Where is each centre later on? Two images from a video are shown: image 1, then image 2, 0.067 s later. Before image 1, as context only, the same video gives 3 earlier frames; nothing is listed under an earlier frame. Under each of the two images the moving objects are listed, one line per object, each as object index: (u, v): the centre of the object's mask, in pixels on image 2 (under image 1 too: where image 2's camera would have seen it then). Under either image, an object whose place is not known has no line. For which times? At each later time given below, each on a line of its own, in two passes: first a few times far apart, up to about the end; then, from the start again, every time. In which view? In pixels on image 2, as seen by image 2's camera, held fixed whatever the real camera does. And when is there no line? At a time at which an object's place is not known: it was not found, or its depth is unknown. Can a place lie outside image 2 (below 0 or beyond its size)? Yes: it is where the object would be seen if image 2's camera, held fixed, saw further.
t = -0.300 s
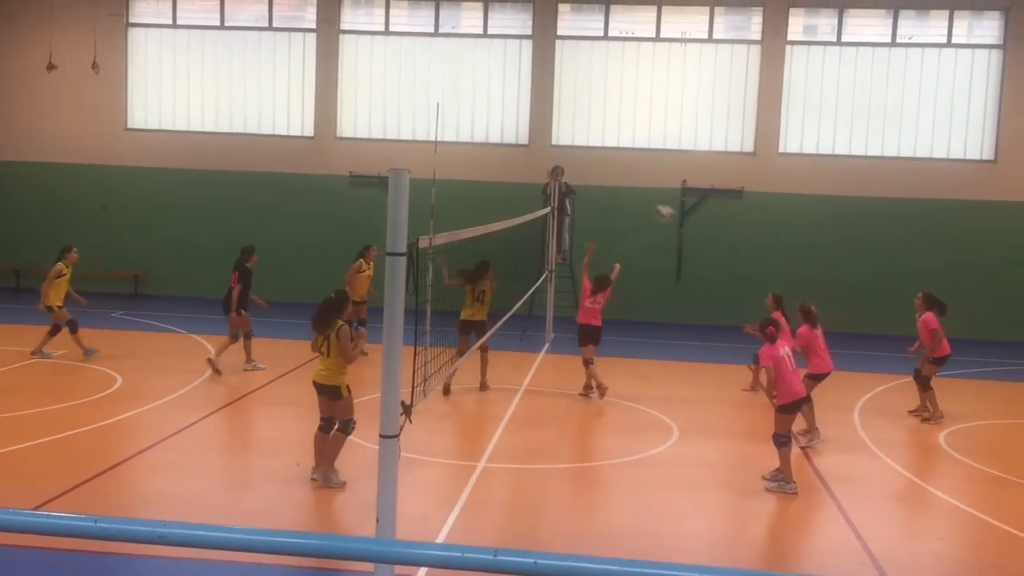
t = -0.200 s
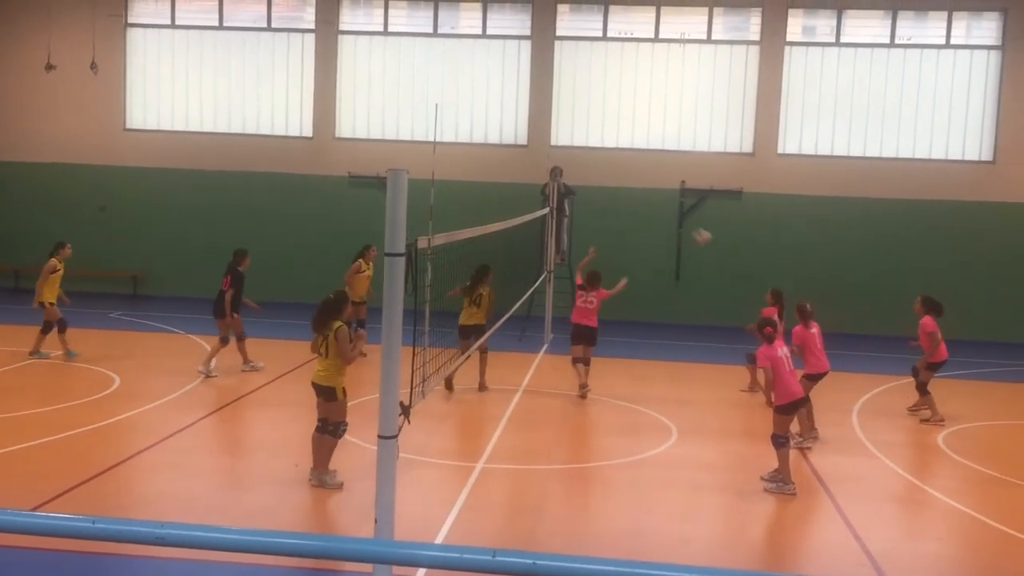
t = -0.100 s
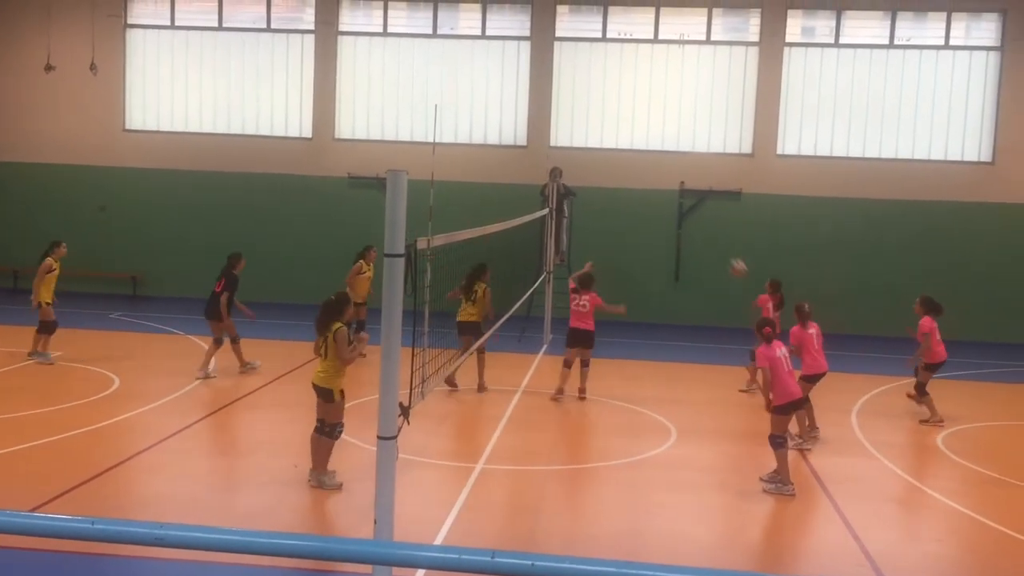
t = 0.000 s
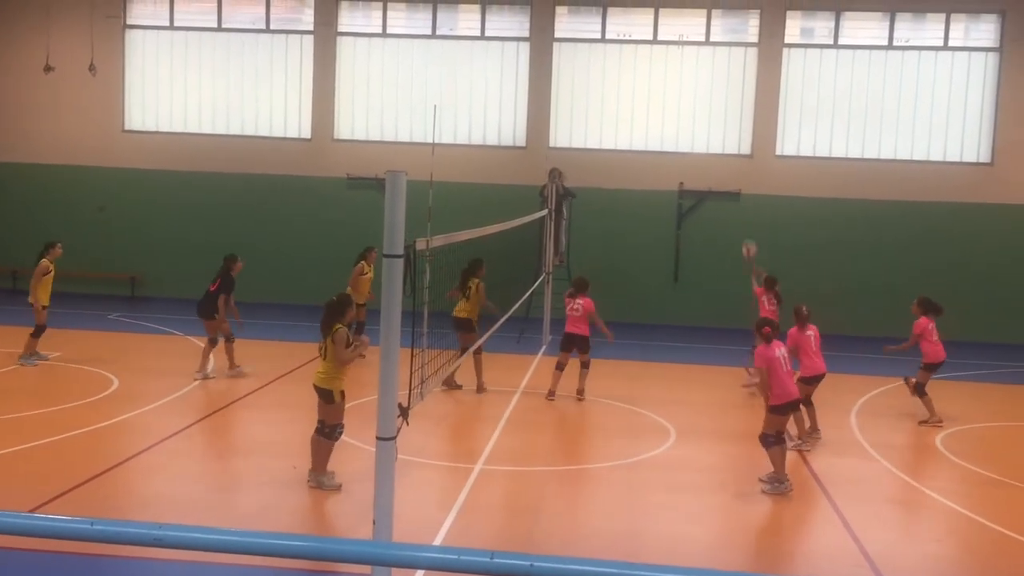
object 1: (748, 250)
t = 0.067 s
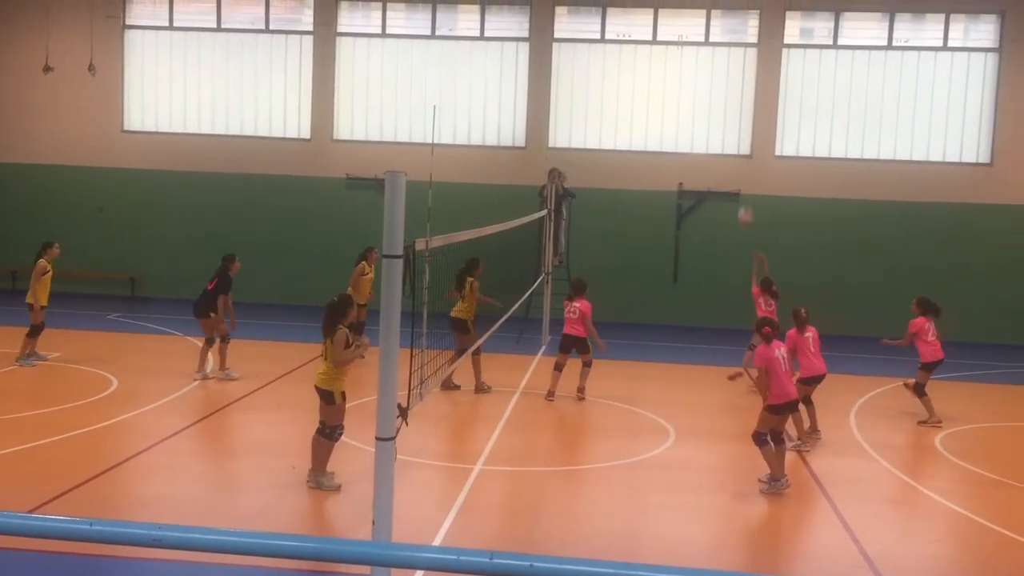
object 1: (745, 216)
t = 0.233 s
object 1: (734, 145)
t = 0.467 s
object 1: (715, 77)
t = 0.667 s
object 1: (697, 53)
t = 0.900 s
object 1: (673, 67)
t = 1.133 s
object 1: (645, 130)
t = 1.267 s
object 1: (628, 192)
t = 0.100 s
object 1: (743, 201)
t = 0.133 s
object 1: (740, 186)
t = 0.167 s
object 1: (736, 173)
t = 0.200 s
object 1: (736, 156)
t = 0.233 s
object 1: (734, 145)
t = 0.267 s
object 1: (731, 132)
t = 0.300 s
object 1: (729, 121)
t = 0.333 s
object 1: (726, 111)
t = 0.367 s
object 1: (724, 102)
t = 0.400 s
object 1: (721, 93)
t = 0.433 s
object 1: (718, 84)
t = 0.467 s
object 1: (715, 77)
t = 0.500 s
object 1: (712, 70)
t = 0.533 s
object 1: (710, 65)
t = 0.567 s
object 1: (707, 61)
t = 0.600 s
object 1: (704, 57)
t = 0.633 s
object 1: (700, 55)
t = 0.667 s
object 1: (697, 53)
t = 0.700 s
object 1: (694, 52)
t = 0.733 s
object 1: (690, 52)
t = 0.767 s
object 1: (688, 52)
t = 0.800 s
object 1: (684, 54)
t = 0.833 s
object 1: (680, 57)
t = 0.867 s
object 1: (677, 62)
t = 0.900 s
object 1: (673, 67)
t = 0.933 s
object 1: (669, 73)
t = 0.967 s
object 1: (666, 80)
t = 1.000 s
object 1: (662, 87)
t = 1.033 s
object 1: (657, 97)
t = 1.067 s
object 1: (654, 107)
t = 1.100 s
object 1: (650, 117)
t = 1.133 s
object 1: (645, 130)
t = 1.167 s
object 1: (641, 143)
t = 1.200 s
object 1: (638, 158)
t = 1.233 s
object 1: (633, 174)
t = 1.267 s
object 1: (628, 192)
